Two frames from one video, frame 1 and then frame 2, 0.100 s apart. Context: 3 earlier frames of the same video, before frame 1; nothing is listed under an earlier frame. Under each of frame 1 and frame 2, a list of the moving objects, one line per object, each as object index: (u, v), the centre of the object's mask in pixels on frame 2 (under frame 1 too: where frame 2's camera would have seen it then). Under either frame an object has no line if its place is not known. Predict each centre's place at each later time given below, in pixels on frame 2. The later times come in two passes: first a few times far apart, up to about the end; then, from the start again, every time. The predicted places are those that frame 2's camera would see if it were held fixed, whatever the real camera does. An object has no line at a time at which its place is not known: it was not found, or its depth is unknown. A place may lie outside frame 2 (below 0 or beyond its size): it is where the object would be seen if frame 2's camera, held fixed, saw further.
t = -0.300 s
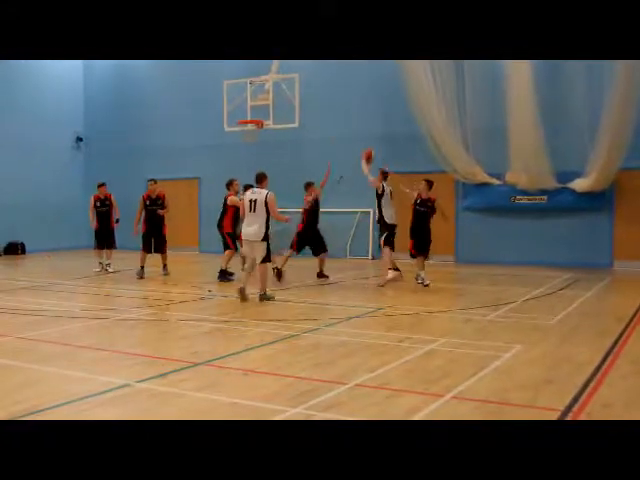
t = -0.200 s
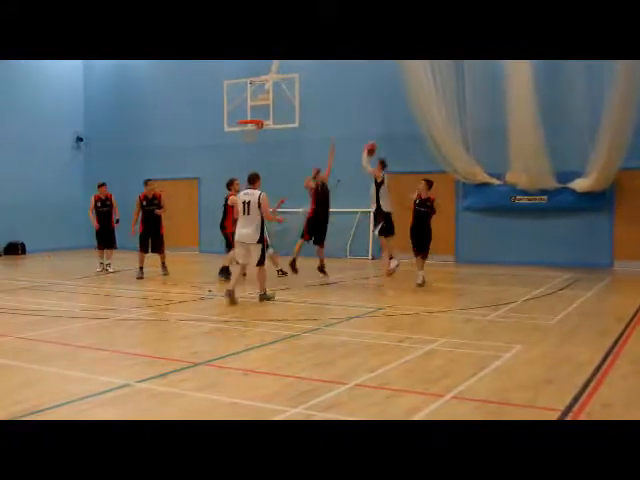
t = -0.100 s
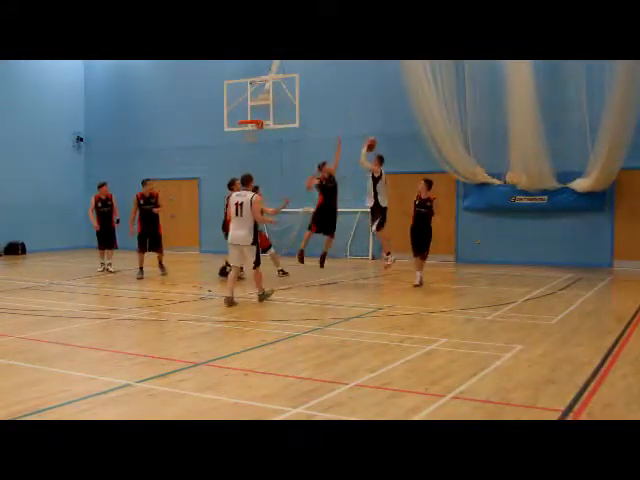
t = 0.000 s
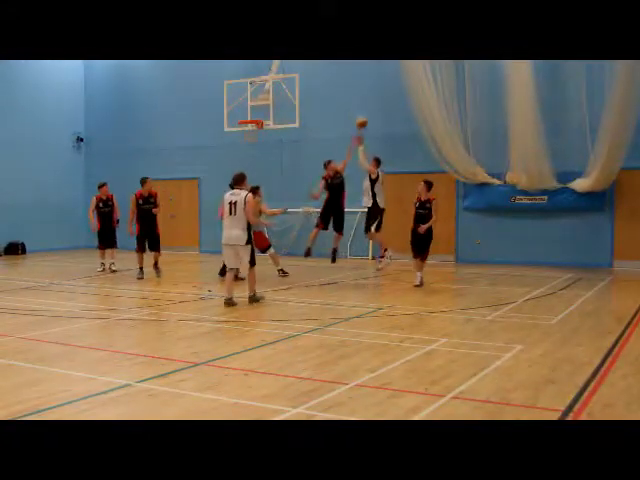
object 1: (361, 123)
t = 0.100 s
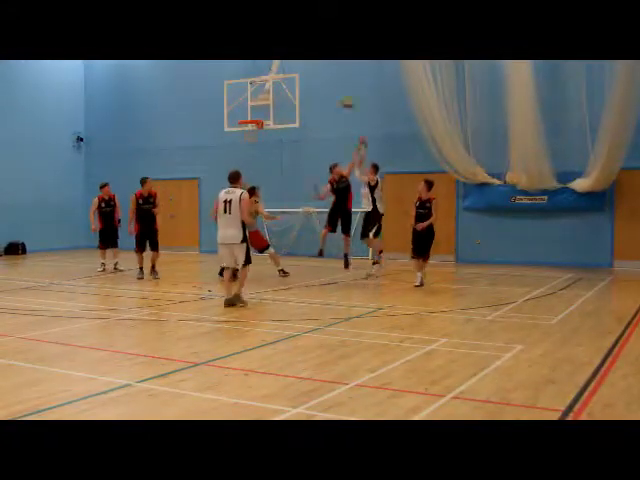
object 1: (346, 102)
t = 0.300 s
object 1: (321, 77)
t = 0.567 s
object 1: (288, 77)
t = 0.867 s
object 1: (248, 116)
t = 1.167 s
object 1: (251, 138)
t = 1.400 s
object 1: (262, 168)
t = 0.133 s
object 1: (342, 99)
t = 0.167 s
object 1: (339, 91)
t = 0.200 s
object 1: (334, 86)
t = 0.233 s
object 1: (330, 83)
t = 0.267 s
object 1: (326, 80)
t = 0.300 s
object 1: (321, 77)
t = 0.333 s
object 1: (317, 75)
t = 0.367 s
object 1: (313, 75)
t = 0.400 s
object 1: (309, 73)
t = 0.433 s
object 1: (304, 73)
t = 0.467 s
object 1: (301, 73)
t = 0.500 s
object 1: (297, 73)
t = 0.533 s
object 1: (291, 74)
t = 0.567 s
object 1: (288, 77)
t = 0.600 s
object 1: (284, 79)
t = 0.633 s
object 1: (281, 82)
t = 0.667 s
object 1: (277, 86)
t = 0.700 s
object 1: (273, 91)
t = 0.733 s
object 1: (270, 97)
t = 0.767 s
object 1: (266, 103)
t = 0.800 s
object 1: (260, 108)
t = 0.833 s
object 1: (256, 110)
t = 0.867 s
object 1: (248, 116)
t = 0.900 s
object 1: (247, 117)
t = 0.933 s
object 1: (247, 125)
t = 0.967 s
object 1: (243, 127)
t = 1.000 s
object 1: (244, 128)
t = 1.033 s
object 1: (244, 128)
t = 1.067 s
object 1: (244, 128)
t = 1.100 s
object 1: (250, 140)
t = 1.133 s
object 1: (250, 139)
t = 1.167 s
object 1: (251, 138)
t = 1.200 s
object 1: (253, 140)
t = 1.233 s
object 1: (254, 145)
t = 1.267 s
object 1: (256, 149)
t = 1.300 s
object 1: (258, 154)
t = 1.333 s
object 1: (260, 158)
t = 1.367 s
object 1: (261, 163)
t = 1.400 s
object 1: (262, 168)
